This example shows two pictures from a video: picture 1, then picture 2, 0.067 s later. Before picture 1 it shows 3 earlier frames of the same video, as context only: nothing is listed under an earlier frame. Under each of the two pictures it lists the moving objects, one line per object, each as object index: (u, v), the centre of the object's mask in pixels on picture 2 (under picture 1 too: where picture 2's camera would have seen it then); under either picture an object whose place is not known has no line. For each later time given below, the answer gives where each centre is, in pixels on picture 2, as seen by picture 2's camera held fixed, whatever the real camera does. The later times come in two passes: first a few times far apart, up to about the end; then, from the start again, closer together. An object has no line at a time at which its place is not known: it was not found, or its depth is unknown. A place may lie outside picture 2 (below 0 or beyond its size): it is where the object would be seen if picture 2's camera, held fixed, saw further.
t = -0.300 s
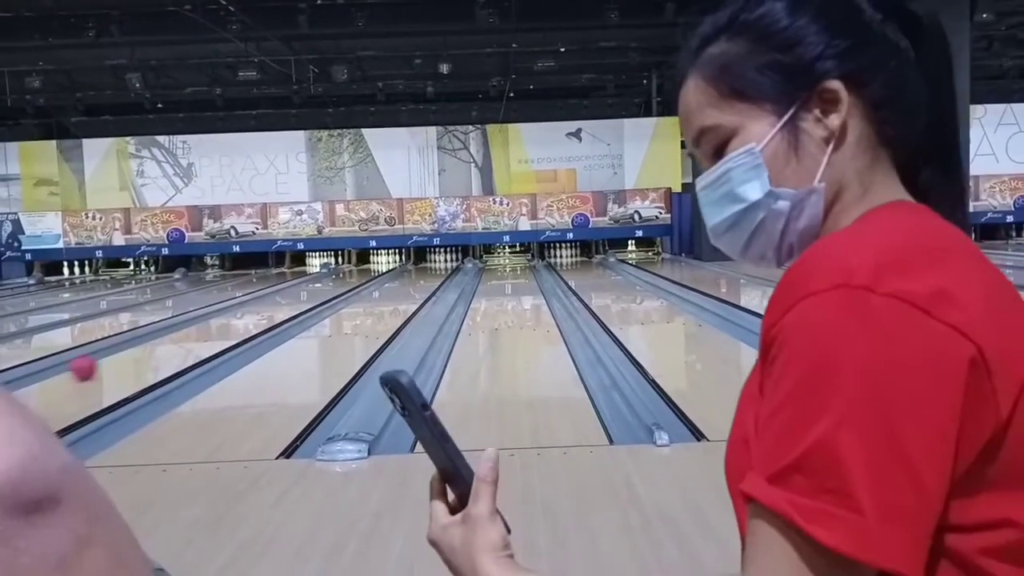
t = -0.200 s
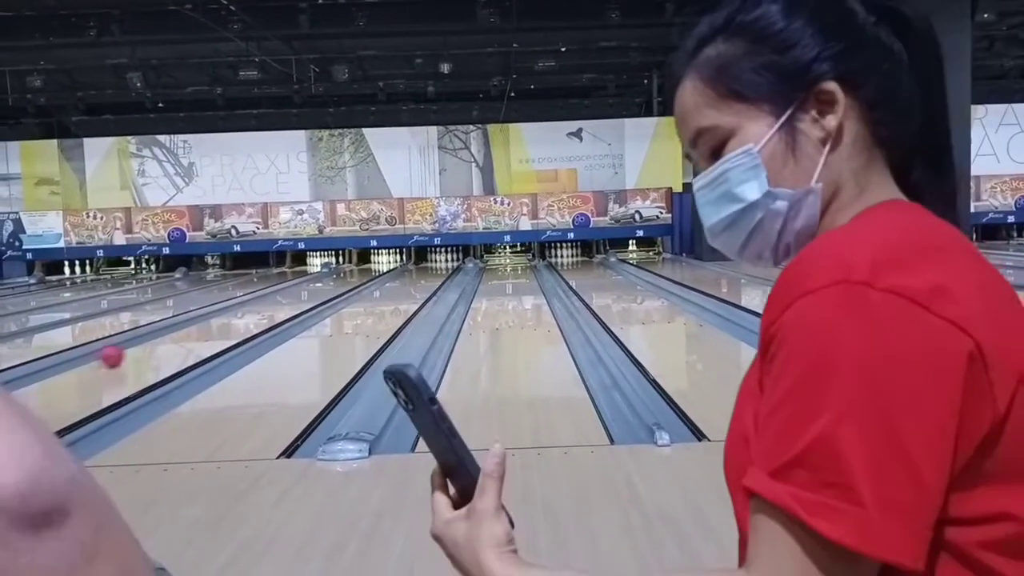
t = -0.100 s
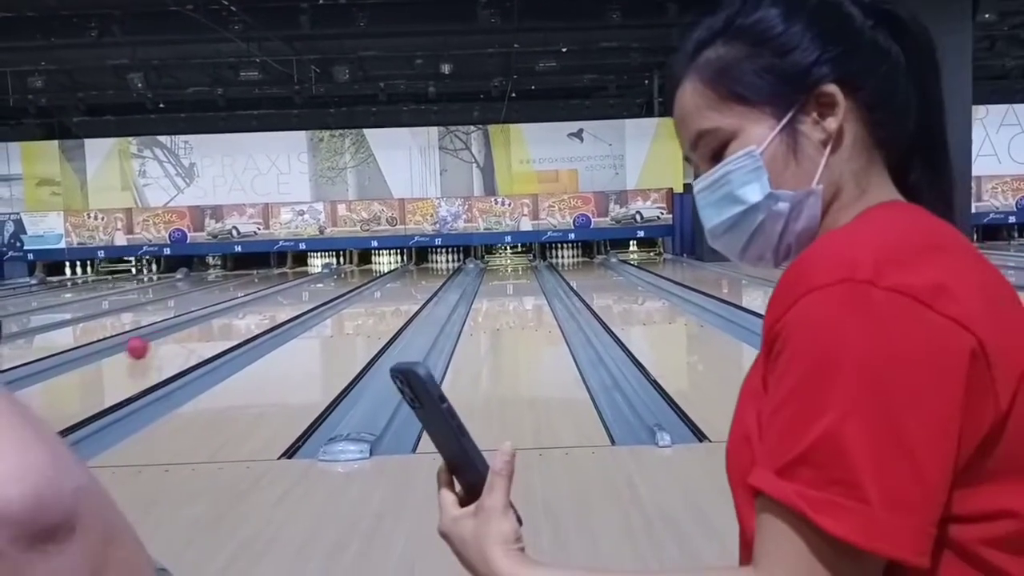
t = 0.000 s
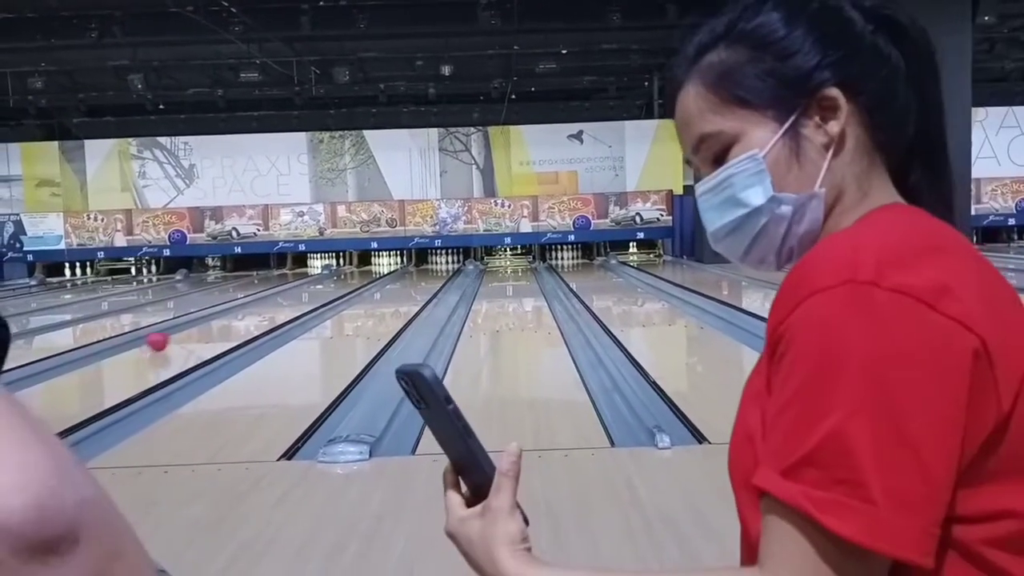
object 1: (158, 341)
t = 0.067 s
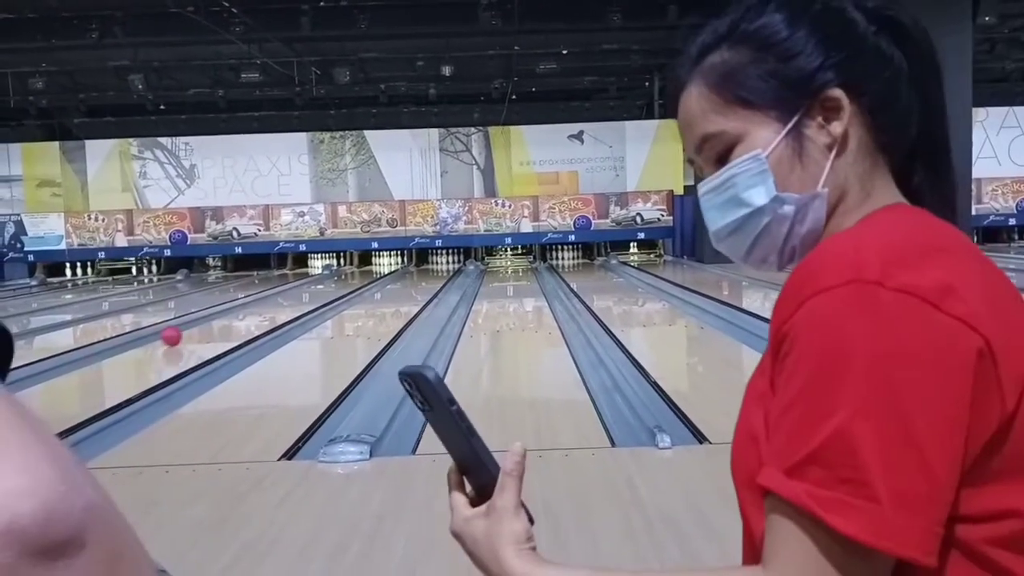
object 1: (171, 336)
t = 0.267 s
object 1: (205, 324)
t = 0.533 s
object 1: (239, 312)
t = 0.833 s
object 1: (268, 301)
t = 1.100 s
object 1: (290, 294)
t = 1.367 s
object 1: (307, 288)
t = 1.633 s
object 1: (321, 282)
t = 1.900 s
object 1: (330, 279)
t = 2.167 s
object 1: (340, 275)
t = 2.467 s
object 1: (350, 273)
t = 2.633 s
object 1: (353, 271)
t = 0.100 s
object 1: (178, 334)
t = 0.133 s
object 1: (183, 332)
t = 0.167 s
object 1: (188, 330)
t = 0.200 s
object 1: (195, 328)
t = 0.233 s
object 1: (200, 327)
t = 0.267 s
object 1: (205, 324)
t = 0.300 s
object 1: (210, 322)
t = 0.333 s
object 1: (214, 321)
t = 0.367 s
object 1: (219, 319)
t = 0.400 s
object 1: (224, 317)
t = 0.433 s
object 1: (228, 316)
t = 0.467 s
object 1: (231, 314)
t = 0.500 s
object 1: (235, 313)
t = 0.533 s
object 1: (239, 312)
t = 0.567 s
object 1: (242, 310)
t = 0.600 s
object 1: (246, 309)
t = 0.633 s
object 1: (250, 308)
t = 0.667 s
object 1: (253, 307)
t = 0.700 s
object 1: (256, 307)
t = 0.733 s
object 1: (260, 305)
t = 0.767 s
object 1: (263, 303)
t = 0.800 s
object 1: (265, 302)
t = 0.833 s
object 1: (268, 301)
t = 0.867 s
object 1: (271, 301)
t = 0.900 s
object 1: (274, 300)
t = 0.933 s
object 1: (277, 298)
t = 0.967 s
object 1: (279, 297)
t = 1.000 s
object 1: (282, 296)
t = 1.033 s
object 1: (285, 295)
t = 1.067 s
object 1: (288, 294)
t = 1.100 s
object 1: (290, 294)
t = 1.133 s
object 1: (293, 293)
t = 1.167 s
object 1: (294, 293)
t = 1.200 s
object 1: (297, 291)
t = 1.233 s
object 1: (298, 291)
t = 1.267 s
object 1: (300, 290)
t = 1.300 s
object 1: (303, 289)
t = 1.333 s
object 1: (305, 288)
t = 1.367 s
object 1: (307, 288)
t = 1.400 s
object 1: (309, 287)
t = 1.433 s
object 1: (311, 286)
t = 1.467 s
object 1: (312, 285)
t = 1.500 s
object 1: (314, 285)
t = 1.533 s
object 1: (316, 284)
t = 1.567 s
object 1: (318, 283)
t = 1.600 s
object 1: (319, 283)
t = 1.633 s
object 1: (321, 282)
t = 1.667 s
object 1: (322, 282)
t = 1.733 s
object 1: (324, 281)
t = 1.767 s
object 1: (325, 281)
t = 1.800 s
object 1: (326, 281)
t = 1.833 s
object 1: (327, 280)
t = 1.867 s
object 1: (329, 280)
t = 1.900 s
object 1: (330, 279)
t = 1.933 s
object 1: (333, 279)
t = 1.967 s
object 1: (334, 278)
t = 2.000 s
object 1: (335, 277)
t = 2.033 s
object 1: (335, 277)
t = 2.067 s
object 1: (337, 276)
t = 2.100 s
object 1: (339, 276)
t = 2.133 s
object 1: (339, 276)
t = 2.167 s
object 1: (340, 275)
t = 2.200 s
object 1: (341, 275)
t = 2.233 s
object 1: (341, 275)
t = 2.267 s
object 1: (343, 274)
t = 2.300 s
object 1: (345, 274)
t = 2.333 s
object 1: (346, 274)
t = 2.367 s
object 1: (347, 273)
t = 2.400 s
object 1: (348, 273)
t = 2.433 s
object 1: (349, 273)
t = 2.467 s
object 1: (350, 273)
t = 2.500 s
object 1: (350, 272)
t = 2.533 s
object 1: (351, 272)
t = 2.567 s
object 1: (352, 271)
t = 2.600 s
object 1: (353, 271)
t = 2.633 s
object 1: (353, 271)
